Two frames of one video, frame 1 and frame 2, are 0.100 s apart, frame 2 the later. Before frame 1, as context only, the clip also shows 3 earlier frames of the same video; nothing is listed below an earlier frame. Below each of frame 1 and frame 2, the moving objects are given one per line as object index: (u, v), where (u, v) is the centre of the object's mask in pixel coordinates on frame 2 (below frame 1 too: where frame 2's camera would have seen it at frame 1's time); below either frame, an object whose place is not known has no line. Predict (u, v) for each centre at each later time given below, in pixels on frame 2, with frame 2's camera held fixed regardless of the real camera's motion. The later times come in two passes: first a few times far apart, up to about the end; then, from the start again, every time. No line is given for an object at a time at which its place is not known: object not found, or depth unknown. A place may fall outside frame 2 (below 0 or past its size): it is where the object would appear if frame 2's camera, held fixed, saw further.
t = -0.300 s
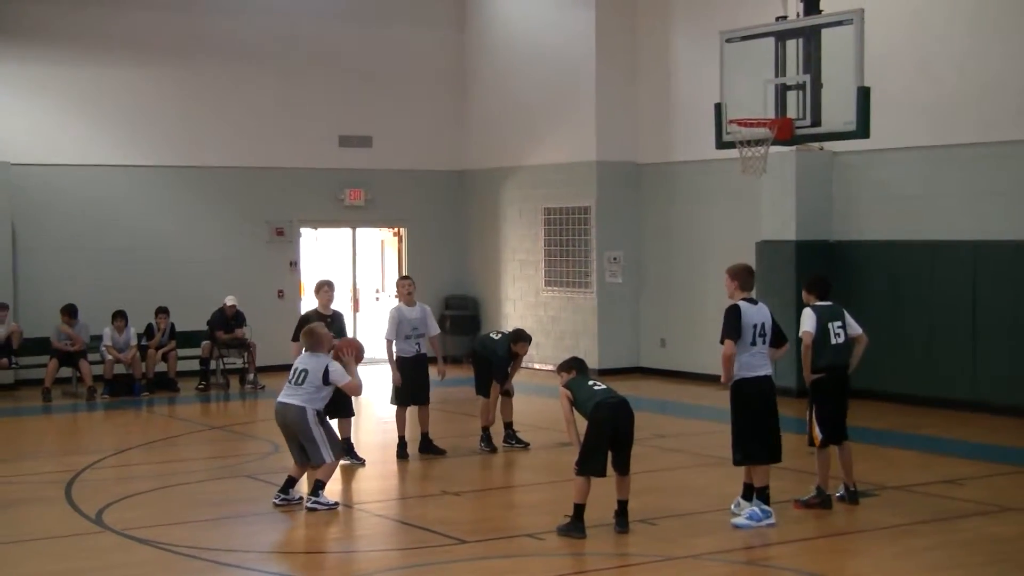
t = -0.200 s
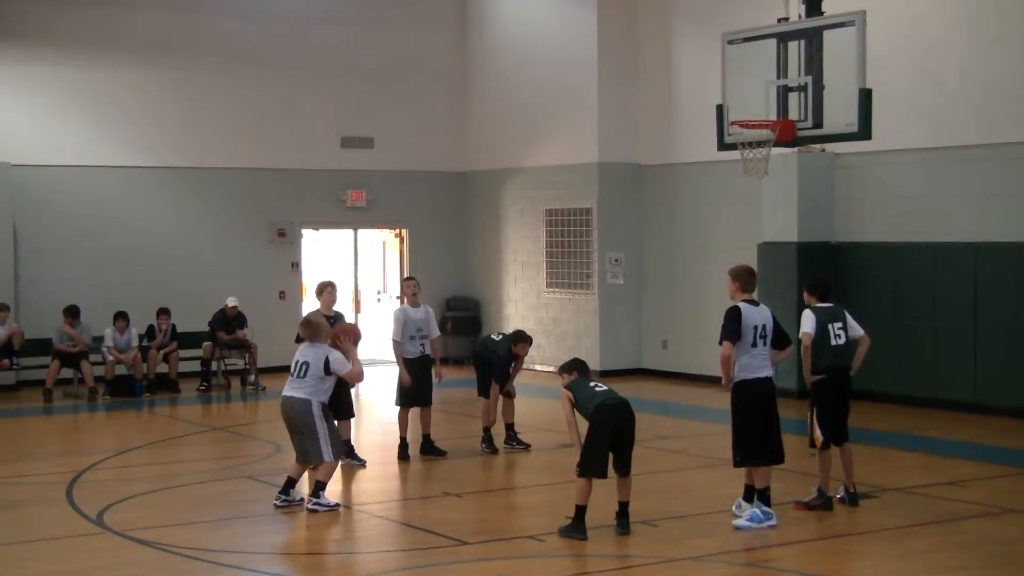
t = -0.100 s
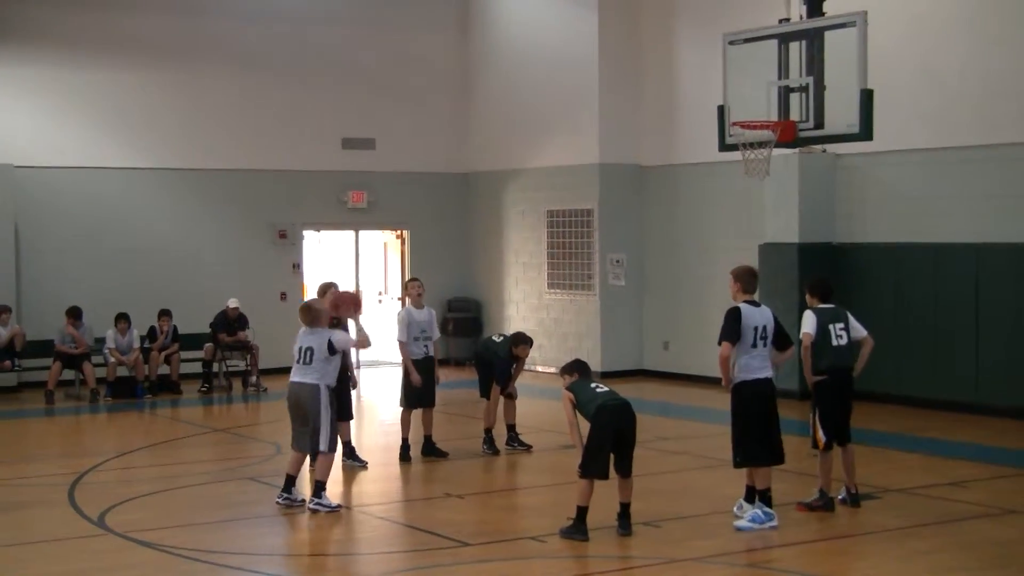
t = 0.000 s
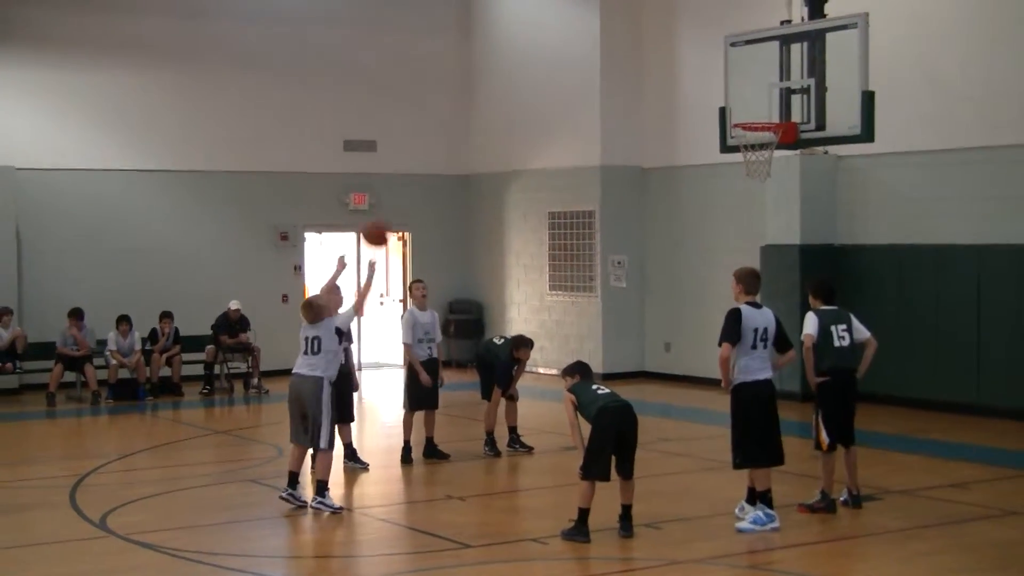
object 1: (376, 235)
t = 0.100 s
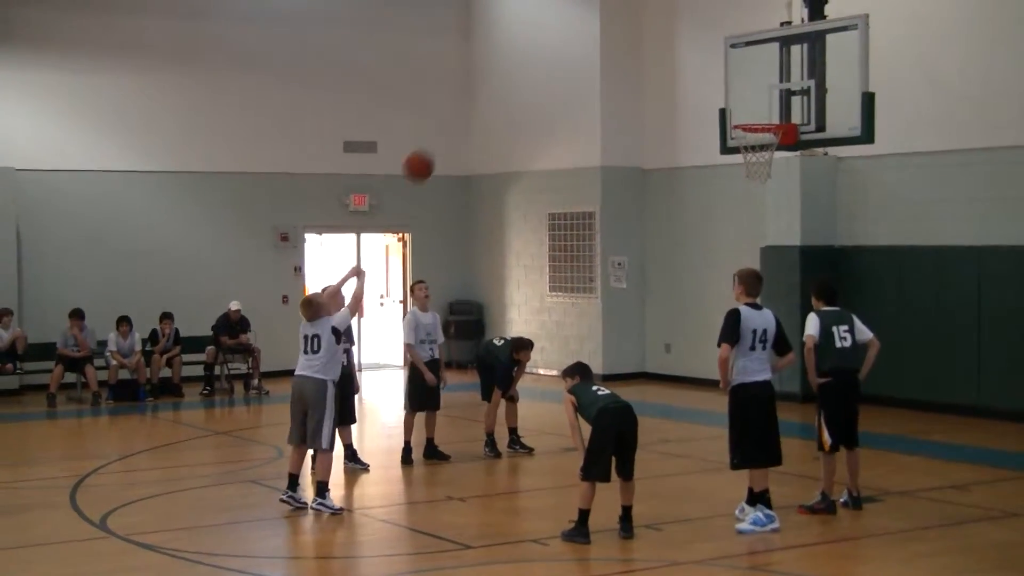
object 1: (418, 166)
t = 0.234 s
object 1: (475, 93)
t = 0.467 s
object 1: (570, 23)
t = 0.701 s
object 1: (657, 18)
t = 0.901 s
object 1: (725, 62)
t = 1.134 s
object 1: (763, 81)
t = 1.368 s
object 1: (737, 23)
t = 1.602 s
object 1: (709, 24)
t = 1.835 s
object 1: (681, 90)
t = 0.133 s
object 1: (433, 145)
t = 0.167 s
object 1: (447, 127)
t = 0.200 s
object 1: (462, 109)
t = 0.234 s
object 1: (475, 93)
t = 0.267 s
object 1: (489, 79)
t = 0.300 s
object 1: (504, 66)
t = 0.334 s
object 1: (517, 55)
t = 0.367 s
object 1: (530, 44)
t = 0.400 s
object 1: (544, 36)
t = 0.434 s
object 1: (557, 28)
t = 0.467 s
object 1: (570, 23)
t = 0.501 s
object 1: (582, 18)
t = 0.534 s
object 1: (595, 15)
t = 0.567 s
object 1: (608, 13)
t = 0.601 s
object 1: (620, 13)
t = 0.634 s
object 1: (633, 13)
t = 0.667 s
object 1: (644, 14)
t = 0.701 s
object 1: (657, 18)
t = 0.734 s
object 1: (668, 22)
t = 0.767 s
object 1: (680, 28)
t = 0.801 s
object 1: (692, 34)
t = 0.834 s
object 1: (703, 42)
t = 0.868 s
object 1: (714, 51)
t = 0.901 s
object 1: (725, 62)
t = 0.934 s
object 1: (736, 73)
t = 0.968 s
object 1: (748, 85)
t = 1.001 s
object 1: (759, 99)
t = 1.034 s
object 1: (768, 112)
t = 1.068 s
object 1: (768, 108)
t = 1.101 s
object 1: (766, 94)
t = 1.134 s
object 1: (763, 81)
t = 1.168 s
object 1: (759, 69)
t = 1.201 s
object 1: (755, 59)
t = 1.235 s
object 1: (751, 49)
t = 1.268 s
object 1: (748, 41)
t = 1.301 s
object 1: (744, 34)
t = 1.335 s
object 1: (741, 28)
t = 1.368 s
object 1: (737, 23)
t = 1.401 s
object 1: (733, 19)
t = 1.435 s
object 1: (729, 17)
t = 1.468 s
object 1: (725, 16)
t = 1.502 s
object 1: (721, 16)
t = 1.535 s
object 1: (717, 17)
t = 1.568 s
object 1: (713, 20)
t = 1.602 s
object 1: (709, 24)
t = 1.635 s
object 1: (706, 29)
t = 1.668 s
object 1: (702, 36)
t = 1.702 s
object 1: (697, 44)
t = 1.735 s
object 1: (693, 53)
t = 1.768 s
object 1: (689, 64)
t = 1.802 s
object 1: (685, 76)
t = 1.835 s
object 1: (681, 90)
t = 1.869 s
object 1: (677, 105)
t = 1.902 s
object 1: (673, 121)
